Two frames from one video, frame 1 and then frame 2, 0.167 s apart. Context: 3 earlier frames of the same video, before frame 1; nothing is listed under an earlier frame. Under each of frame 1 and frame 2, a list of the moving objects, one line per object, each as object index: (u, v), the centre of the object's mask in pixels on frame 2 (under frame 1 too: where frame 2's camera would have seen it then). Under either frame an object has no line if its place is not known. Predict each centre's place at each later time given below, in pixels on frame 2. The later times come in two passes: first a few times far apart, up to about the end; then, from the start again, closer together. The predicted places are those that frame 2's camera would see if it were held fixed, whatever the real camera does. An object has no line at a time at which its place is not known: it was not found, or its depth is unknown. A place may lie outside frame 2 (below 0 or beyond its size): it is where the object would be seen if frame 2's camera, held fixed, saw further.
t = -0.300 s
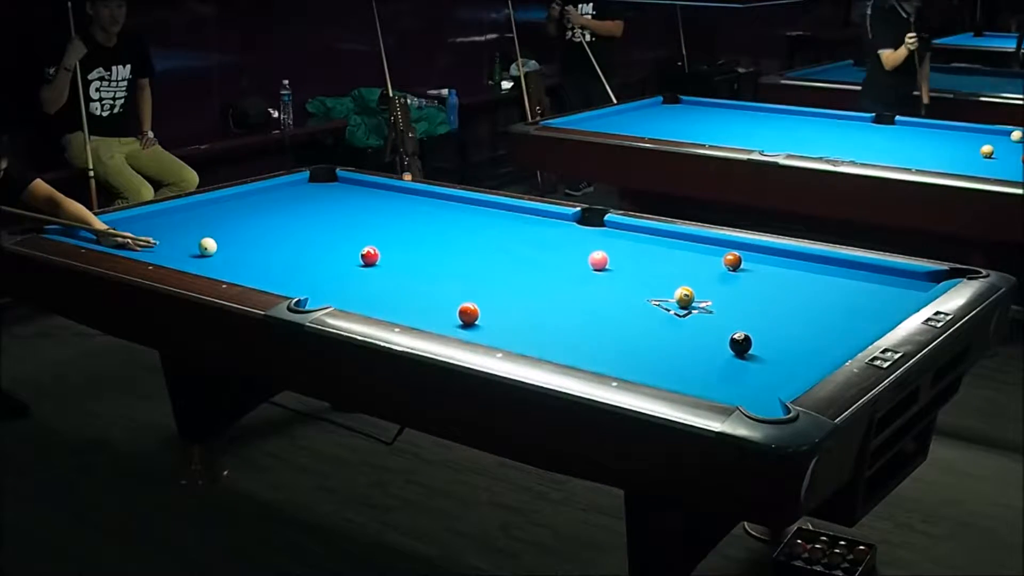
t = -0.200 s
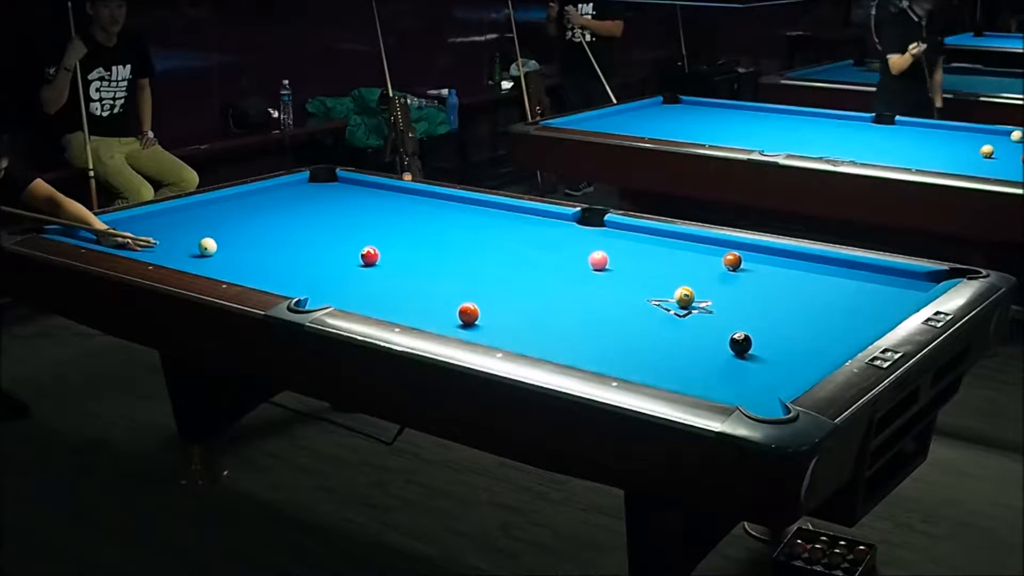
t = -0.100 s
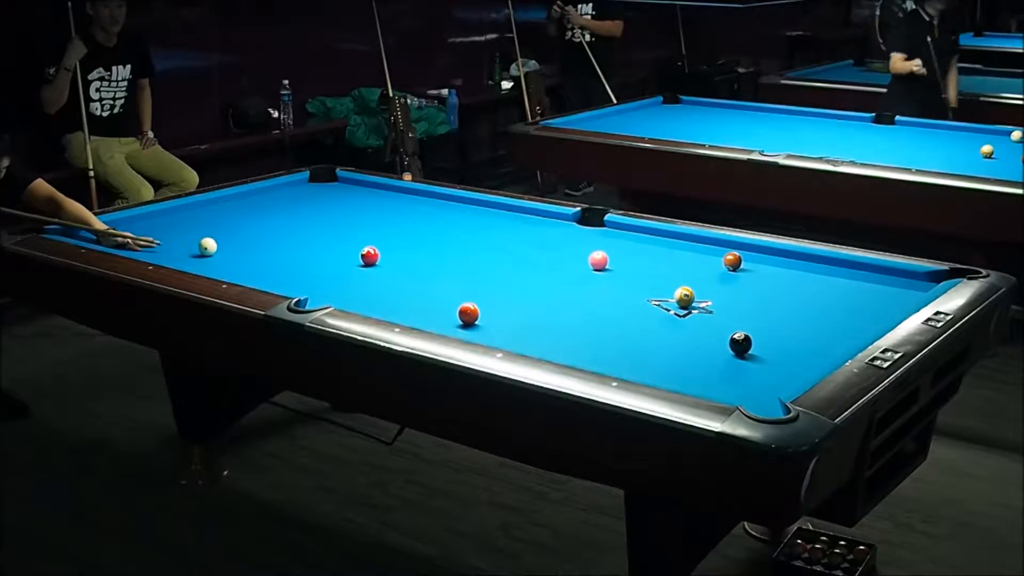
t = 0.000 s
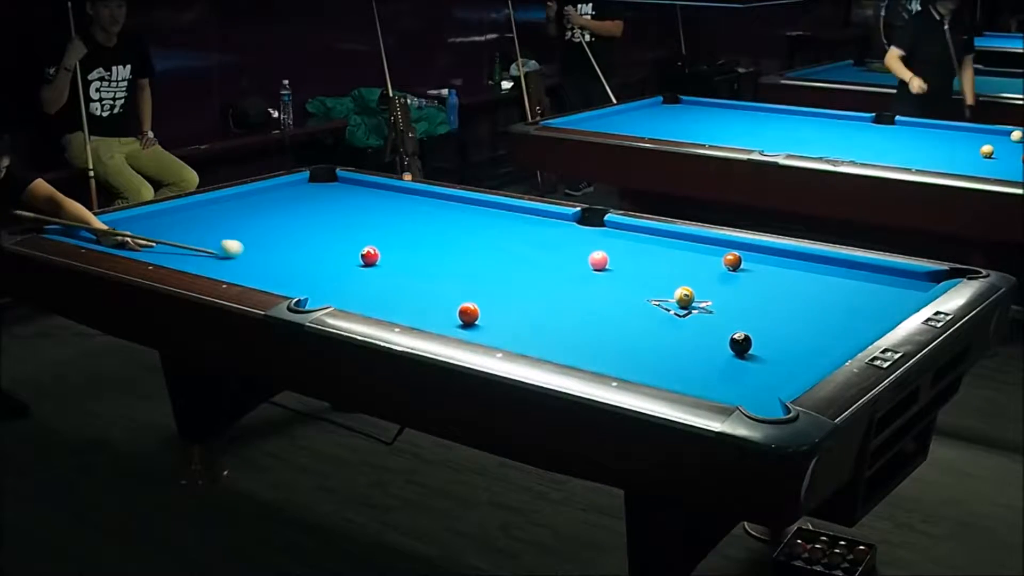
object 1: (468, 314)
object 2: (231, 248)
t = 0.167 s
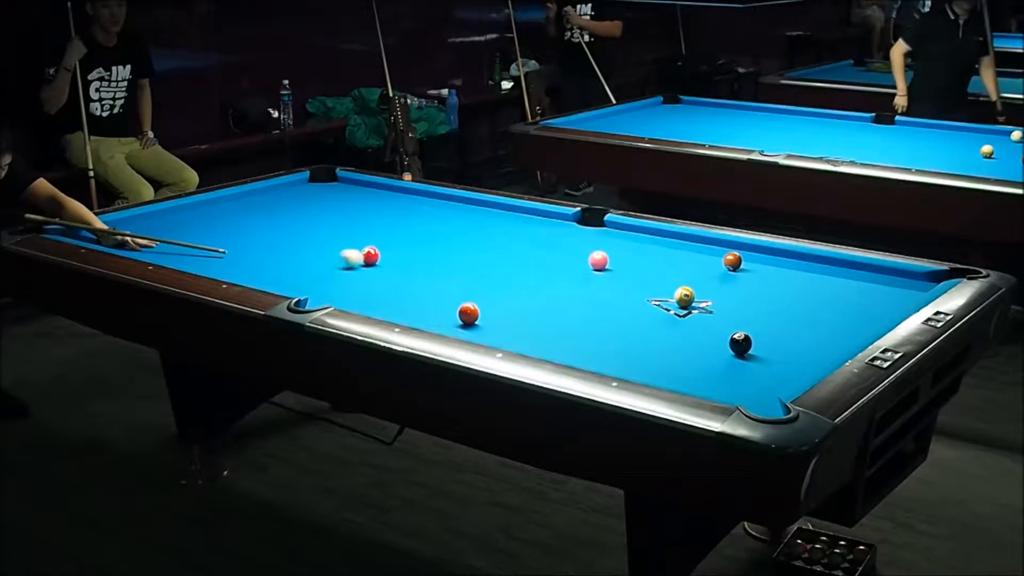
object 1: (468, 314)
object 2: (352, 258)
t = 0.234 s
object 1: (468, 314)
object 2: (372, 266)
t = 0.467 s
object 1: (468, 313)
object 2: (426, 292)
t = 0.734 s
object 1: (484, 317)
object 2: (446, 313)
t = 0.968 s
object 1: (518, 326)
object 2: (435, 321)
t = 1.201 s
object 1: (552, 335)
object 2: (450, 322)
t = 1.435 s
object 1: (586, 343)
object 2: (464, 319)
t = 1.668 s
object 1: (619, 352)
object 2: (478, 317)
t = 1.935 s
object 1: (656, 362)
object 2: (491, 314)
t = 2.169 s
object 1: (688, 370)
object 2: (500, 312)
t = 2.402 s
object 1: (720, 379)
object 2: (508, 310)
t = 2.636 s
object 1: (751, 387)
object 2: (515, 308)
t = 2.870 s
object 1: (766, 391)
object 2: (521, 307)
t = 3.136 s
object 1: (748, 387)
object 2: (525, 306)
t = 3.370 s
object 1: (733, 384)
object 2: (527, 305)
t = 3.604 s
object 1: (722, 382)
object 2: (529, 305)
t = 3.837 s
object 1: (712, 379)
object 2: (529, 305)
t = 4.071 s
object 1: (704, 377)
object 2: (529, 305)
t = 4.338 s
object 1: (698, 376)
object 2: (529, 305)
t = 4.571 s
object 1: (694, 375)
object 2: (529, 305)
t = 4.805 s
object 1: (691, 374)
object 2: (529, 305)
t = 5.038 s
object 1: (691, 374)
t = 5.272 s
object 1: (691, 374)
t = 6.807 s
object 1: (691, 373)
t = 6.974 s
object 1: (691, 373)
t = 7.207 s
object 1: (691, 373)
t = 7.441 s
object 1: (691, 374)
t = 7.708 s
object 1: (691, 374)
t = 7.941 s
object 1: (691, 374)
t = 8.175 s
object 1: (691, 374)
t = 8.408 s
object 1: (691, 374)
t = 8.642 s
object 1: (691, 374)
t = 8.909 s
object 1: (691, 374)
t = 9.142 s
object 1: (691, 374)
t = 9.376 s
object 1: (691, 374)
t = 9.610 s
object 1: (691, 374)
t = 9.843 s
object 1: (691, 374)
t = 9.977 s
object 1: (691, 374)
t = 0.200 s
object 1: (468, 314)
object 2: (363, 262)
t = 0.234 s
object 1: (468, 314)
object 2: (372, 266)
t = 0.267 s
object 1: (468, 314)
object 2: (381, 270)
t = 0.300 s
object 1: (468, 314)
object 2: (390, 274)
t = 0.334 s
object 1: (468, 314)
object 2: (398, 278)
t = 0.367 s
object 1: (468, 314)
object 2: (406, 281)
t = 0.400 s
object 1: (468, 314)
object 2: (413, 285)
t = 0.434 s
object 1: (468, 314)
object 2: (420, 289)
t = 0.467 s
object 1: (468, 313)
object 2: (426, 292)
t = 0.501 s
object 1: (468, 314)
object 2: (432, 295)
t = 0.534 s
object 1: (468, 314)
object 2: (437, 298)
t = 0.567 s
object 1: (468, 314)
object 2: (442, 301)
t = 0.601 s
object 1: (468, 314)
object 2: (446, 305)
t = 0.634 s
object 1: (468, 314)
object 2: (449, 307)
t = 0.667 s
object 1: (471, 314)
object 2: (451, 310)
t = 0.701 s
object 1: (478, 316)
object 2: (448, 312)
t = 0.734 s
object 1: (484, 317)
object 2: (446, 313)
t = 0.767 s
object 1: (489, 319)
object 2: (444, 315)
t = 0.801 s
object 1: (494, 320)
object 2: (443, 317)
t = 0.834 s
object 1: (499, 321)
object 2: (441, 318)
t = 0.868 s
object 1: (503, 322)
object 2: (440, 319)
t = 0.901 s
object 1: (509, 323)
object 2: (438, 320)
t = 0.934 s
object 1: (513, 325)
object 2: (437, 321)
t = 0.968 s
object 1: (518, 326)
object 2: (435, 321)
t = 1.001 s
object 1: (523, 327)
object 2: (436, 322)
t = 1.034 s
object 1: (528, 328)
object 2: (438, 322)
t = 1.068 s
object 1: (533, 330)
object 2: (441, 322)
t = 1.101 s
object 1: (538, 331)
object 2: (443, 322)
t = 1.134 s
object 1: (543, 332)
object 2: (445, 322)
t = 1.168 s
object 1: (547, 334)
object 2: (447, 322)
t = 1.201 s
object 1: (552, 335)
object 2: (450, 322)
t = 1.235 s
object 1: (557, 336)
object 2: (452, 321)
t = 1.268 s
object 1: (562, 337)
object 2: (454, 321)
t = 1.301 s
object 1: (567, 338)
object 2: (456, 321)
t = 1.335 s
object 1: (571, 339)
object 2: (458, 321)
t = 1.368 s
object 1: (576, 341)
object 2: (460, 321)
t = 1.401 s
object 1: (581, 342)
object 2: (462, 320)
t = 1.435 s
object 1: (586, 343)
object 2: (464, 319)
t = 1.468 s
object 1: (590, 345)
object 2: (466, 319)
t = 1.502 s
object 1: (595, 346)
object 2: (469, 319)
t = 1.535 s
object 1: (600, 347)
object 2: (470, 318)
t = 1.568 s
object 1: (605, 348)
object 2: (472, 318)
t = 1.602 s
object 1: (609, 349)
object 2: (474, 318)
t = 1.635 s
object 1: (614, 351)
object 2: (476, 317)
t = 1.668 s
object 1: (619, 352)
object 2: (478, 317)
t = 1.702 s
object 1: (623, 353)
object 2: (479, 316)
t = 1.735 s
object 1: (628, 354)
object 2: (481, 316)
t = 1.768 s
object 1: (632, 356)
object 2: (483, 315)
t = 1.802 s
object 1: (637, 357)
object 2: (485, 315)
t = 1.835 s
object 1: (642, 358)
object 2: (486, 315)
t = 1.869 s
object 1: (647, 359)
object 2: (488, 314)
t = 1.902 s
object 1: (651, 360)
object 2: (489, 315)
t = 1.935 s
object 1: (656, 362)
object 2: (491, 314)
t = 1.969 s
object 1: (660, 363)
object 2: (492, 313)
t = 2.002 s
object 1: (665, 364)
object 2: (493, 313)
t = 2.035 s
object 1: (670, 366)
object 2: (495, 313)
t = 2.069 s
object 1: (674, 367)
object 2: (496, 313)
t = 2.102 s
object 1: (679, 368)
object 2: (497, 312)
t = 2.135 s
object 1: (684, 369)
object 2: (499, 312)
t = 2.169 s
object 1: (688, 370)
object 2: (500, 312)
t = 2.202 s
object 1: (693, 371)
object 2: (501, 312)
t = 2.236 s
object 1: (697, 373)
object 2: (503, 311)
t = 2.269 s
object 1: (702, 374)
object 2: (504, 311)
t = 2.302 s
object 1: (706, 375)
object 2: (505, 311)
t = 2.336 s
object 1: (711, 377)
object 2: (506, 310)
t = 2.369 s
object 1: (716, 378)
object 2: (507, 310)
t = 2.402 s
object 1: (720, 379)
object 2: (508, 310)
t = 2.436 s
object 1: (724, 380)
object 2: (509, 310)
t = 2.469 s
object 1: (729, 381)
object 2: (510, 309)
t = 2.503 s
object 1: (733, 382)
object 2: (511, 309)
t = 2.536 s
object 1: (738, 383)
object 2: (512, 309)
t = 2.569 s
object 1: (742, 384)
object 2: (513, 308)
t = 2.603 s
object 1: (747, 386)
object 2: (515, 308)
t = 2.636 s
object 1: (751, 387)
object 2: (515, 308)
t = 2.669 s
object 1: (755, 387)
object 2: (516, 308)
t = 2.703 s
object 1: (760, 389)
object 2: (517, 308)
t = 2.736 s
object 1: (764, 390)
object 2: (518, 308)
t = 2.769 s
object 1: (768, 391)
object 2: (519, 307)
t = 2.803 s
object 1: (770, 391)
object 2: (519, 307)
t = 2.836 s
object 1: (768, 391)
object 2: (520, 307)
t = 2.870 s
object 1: (766, 391)
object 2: (521, 307)
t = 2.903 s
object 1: (764, 390)
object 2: (522, 307)
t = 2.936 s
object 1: (761, 390)
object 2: (522, 306)
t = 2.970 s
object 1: (759, 389)
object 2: (523, 306)
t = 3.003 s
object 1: (756, 388)
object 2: (523, 306)
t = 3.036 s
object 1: (754, 388)
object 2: (524, 306)
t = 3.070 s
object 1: (752, 388)
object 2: (524, 306)
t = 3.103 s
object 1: (750, 388)
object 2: (525, 306)
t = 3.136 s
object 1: (748, 387)
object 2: (525, 306)
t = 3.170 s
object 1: (746, 386)
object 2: (526, 305)
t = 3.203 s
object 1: (743, 386)
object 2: (526, 305)
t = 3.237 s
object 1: (741, 386)
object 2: (526, 305)
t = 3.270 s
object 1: (739, 385)
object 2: (527, 305)
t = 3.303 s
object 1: (737, 385)
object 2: (527, 305)
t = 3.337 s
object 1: (735, 384)
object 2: (527, 305)
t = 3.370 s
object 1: (733, 384)
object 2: (527, 305)
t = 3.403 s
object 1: (732, 383)
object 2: (528, 305)
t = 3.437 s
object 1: (730, 383)
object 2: (528, 305)
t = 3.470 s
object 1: (728, 383)
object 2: (528, 305)
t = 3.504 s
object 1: (727, 383)
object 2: (528, 305)
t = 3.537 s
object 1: (725, 382)
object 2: (528, 305)
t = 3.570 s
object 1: (723, 382)
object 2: (528, 305)
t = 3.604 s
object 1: (722, 382)
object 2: (529, 305)
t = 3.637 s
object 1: (720, 381)
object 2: (529, 305)
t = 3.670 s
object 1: (719, 381)
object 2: (529, 305)
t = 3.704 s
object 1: (717, 380)
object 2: (529, 305)
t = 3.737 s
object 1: (716, 380)
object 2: (529, 305)
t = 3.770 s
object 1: (715, 379)
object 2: (529, 305)
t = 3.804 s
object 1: (713, 379)
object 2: (529, 305)
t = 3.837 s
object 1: (712, 379)
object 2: (529, 305)
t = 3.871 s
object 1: (711, 379)
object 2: (529, 305)
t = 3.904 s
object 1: (710, 378)
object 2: (529, 305)
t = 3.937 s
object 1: (709, 378)
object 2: (529, 305)
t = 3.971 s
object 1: (707, 377)
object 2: (529, 305)
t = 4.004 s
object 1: (706, 377)
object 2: (529, 305)
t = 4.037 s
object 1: (705, 377)
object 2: (529, 305)
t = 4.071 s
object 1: (704, 377)
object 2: (529, 305)
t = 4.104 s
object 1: (703, 377)
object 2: (529, 304)
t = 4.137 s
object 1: (702, 377)
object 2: (529, 305)
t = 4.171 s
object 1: (702, 376)
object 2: (529, 305)
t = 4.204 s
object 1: (701, 376)
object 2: (529, 305)
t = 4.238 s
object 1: (700, 376)
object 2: (529, 305)
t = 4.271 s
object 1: (699, 376)
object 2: (529, 305)
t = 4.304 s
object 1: (698, 376)
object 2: (529, 305)
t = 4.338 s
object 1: (698, 376)
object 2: (529, 305)
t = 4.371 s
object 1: (697, 376)
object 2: (529, 305)
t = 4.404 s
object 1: (696, 375)
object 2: (529, 305)
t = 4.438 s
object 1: (696, 375)
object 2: (529, 305)
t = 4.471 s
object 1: (695, 375)
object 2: (529, 305)
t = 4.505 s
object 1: (695, 375)
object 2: (529, 305)
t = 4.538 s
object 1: (694, 375)
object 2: (529, 305)
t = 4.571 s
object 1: (694, 375)
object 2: (529, 305)
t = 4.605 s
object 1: (693, 375)
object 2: (529, 305)
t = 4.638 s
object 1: (693, 375)
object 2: (529, 305)
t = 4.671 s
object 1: (692, 375)
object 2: (529, 305)
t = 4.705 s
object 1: (692, 375)
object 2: (529, 305)
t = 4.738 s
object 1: (692, 374)
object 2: (529, 305)
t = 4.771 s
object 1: (692, 374)
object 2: (529, 305)
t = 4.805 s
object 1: (691, 374)
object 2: (529, 305)
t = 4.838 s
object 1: (691, 374)
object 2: (529, 305)
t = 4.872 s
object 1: (691, 374)
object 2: (529, 305)
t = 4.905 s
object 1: (691, 374)
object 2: (529, 305)
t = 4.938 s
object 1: (691, 374)
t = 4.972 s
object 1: (691, 374)
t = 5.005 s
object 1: (691, 374)
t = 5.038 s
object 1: (691, 374)
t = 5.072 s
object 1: (691, 374)
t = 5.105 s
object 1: (691, 374)
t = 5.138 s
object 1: (691, 374)
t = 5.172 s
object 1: (691, 374)
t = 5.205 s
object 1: (691, 374)
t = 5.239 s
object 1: (691, 374)
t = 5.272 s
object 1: (691, 374)
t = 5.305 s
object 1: (691, 374)
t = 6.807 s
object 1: (691, 373)
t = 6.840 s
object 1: (691, 374)
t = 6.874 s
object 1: (691, 373)
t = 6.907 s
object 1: (691, 373)
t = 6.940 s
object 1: (691, 374)
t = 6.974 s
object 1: (691, 373)
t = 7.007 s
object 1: (691, 373)
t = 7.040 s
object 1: (691, 374)
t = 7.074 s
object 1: (691, 373)
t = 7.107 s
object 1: (691, 373)
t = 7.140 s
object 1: (691, 373)
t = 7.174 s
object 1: (691, 374)
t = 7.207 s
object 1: (691, 373)
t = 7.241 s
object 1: (691, 374)
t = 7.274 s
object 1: (691, 374)
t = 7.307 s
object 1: (691, 374)
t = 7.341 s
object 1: (691, 374)
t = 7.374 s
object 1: (691, 374)
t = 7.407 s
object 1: (691, 374)
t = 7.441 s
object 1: (691, 374)
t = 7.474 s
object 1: (691, 374)
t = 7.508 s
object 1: (691, 374)
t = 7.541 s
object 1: (691, 374)
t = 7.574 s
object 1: (691, 374)
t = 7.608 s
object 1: (691, 374)
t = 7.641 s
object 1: (691, 374)
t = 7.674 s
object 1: (691, 374)
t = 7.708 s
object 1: (691, 374)
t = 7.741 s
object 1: (691, 374)
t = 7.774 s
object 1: (691, 374)
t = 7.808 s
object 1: (691, 374)
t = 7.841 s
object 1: (691, 374)
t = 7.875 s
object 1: (691, 374)
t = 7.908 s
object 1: (691, 374)
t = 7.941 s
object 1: (691, 374)
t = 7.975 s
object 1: (691, 374)
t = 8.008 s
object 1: (691, 374)
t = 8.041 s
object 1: (691, 374)
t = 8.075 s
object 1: (691, 374)
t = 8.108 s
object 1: (691, 374)
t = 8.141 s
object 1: (691, 374)
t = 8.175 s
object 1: (691, 374)
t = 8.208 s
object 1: (691, 374)
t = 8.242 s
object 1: (691, 374)
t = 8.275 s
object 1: (691, 374)
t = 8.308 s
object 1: (691, 374)
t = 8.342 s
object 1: (691, 374)
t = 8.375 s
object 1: (691, 374)
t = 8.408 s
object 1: (691, 374)
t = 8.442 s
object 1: (691, 374)
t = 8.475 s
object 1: (691, 374)
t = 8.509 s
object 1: (691, 374)
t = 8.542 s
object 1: (691, 374)
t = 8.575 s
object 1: (691, 374)
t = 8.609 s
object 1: (691, 374)
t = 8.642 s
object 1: (691, 374)
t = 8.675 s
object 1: (691, 374)
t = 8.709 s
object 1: (691, 374)
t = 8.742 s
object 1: (691, 374)
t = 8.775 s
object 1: (691, 374)
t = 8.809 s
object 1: (691, 374)
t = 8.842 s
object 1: (691, 374)
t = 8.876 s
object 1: (691, 374)
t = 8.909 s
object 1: (691, 374)
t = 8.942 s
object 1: (691, 374)
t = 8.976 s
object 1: (691, 374)
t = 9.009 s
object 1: (691, 374)
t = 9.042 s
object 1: (691, 374)
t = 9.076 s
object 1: (691, 373)
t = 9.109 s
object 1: (691, 374)
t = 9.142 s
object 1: (691, 374)
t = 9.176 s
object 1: (691, 374)
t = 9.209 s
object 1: (691, 374)
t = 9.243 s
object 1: (691, 374)
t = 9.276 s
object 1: (691, 374)
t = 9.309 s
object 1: (691, 374)
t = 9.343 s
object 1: (691, 374)
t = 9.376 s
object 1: (691, 374)
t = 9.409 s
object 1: (691, 374)
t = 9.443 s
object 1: (691, 374)
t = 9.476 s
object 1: (691, 374)
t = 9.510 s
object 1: (691, 374)
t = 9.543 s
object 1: (691, 374)
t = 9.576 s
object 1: (691, 374)
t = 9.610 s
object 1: (691, 374)
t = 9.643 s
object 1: (691, 374)
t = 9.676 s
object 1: (691, 374)
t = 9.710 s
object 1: (691, 374)
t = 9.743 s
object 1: (691, 374)
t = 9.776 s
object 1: (691, 374)
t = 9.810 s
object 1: (691, 374)
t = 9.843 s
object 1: (691, 374)
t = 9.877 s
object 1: (691, 374)
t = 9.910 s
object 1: (691, 374)
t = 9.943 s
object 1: (691, 374)
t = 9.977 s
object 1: (691, 374)
